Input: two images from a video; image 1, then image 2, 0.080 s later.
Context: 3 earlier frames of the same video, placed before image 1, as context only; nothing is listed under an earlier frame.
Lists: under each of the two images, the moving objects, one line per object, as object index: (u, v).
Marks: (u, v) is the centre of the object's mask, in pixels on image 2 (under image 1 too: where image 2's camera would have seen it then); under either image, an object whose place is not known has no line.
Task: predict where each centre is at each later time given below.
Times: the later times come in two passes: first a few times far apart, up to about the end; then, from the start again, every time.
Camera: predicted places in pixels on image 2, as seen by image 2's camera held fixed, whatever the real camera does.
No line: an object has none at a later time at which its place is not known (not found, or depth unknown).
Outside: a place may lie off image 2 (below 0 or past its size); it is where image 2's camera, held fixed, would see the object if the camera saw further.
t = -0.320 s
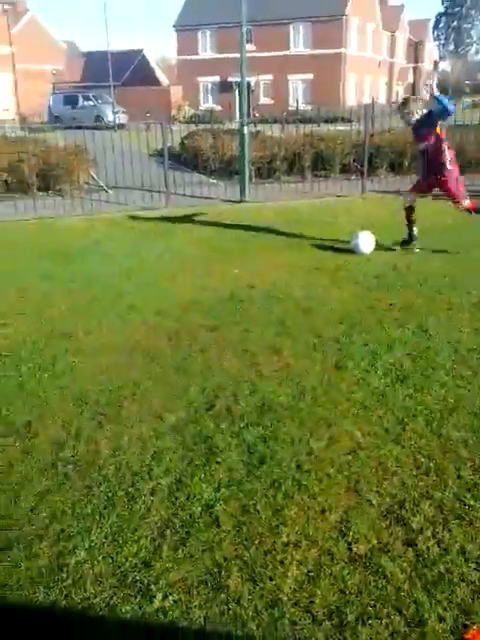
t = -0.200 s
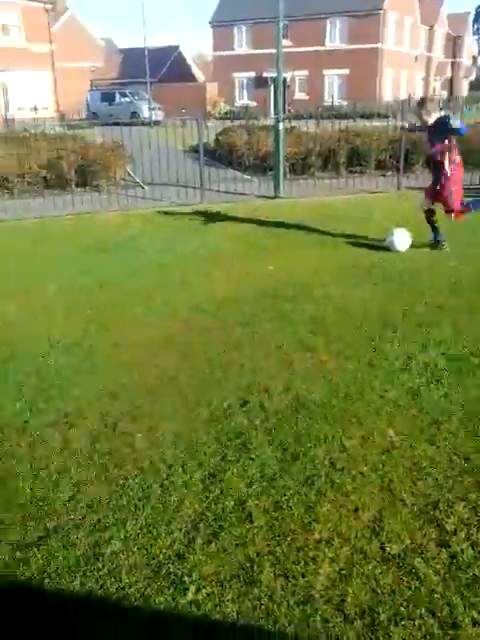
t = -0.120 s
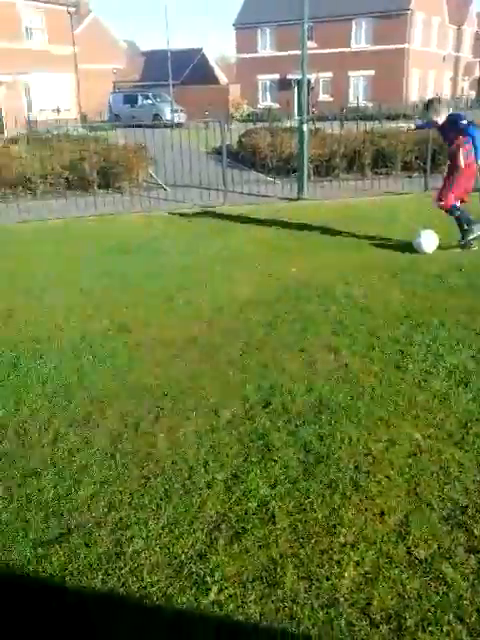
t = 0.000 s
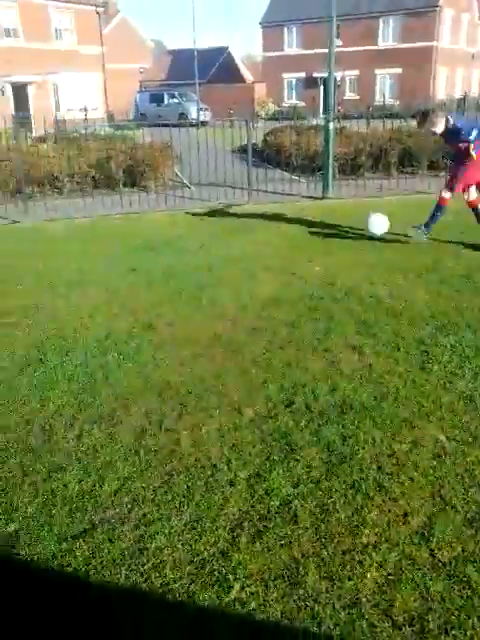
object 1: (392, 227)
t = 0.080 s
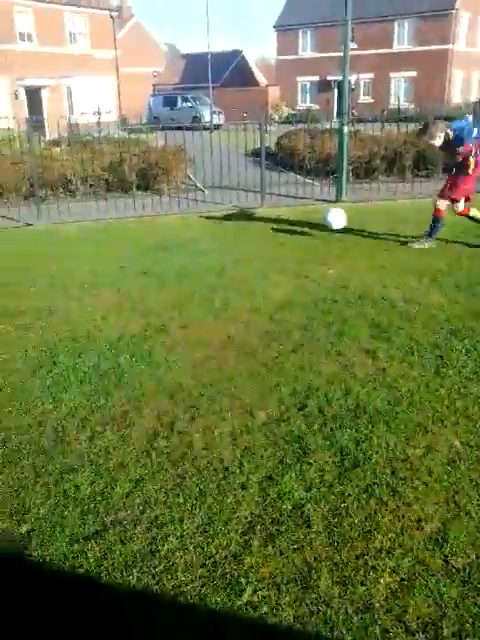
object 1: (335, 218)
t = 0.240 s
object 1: (246, 217)
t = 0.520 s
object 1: (165, 200)
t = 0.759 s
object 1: (134, 212)
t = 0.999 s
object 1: (98, 235)
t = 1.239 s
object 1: (63, 251)
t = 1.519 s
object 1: (25, 261)
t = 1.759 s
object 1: (-9, 272)
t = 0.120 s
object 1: (310, 216)
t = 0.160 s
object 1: (288, 216)
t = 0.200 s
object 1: (266, 217)
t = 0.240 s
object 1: (246, 217)
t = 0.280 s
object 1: (229, 214)
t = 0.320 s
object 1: (213, 212)
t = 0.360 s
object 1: (197, 211)
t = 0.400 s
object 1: (183, 210)
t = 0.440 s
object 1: (174, 207)
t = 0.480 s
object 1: (170, 203)
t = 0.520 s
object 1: (165, 200)
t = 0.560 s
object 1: (160, 199)
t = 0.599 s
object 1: (156, 198)
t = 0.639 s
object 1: (150, 199)
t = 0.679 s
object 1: (144, 202)
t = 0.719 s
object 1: (139, 206)
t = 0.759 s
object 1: (134, 212)
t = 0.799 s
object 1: (128, 220)
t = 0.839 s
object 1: (122, 229)
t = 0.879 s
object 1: (116, 231)
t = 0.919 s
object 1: (111, 230)
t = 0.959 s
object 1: (104, 232)
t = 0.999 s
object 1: (98, 235)
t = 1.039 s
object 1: (92, 240)
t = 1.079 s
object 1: (86, 246)
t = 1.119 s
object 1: (80, 246)
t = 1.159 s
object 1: (75, 246)
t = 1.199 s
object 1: (69, 249)
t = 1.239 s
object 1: (63, 251)
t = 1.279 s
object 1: (57, 251)
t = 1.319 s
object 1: (50, 253)
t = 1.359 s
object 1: (46, 255)
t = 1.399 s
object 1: (40, 257)
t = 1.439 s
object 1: (34, 259)
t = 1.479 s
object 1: (30, 259)
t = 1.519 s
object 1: (25, 261)
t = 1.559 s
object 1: (18, 264)
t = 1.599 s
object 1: (13, 266)
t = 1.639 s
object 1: (9, 266)
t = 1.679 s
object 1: (2, 268)
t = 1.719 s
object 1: (-3, 270)
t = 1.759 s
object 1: (-9, 272)
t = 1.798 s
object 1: (-15, 274)
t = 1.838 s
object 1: (-22, 275)
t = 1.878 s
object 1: (-28, 277)
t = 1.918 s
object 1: (-34, 280)
